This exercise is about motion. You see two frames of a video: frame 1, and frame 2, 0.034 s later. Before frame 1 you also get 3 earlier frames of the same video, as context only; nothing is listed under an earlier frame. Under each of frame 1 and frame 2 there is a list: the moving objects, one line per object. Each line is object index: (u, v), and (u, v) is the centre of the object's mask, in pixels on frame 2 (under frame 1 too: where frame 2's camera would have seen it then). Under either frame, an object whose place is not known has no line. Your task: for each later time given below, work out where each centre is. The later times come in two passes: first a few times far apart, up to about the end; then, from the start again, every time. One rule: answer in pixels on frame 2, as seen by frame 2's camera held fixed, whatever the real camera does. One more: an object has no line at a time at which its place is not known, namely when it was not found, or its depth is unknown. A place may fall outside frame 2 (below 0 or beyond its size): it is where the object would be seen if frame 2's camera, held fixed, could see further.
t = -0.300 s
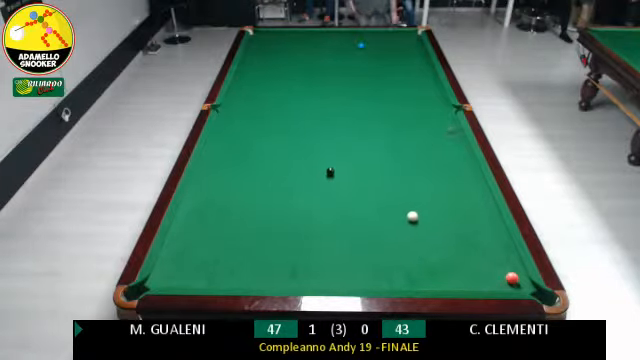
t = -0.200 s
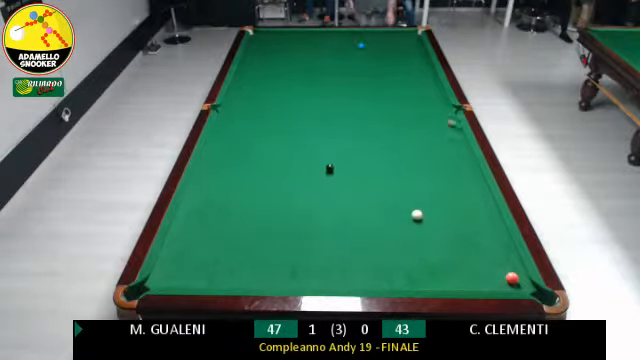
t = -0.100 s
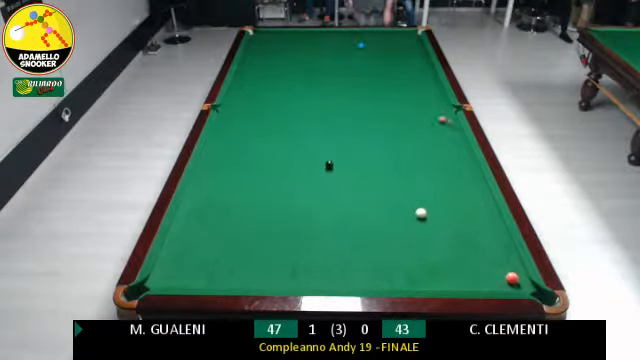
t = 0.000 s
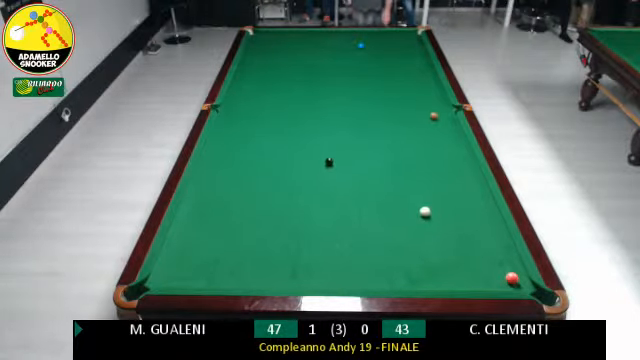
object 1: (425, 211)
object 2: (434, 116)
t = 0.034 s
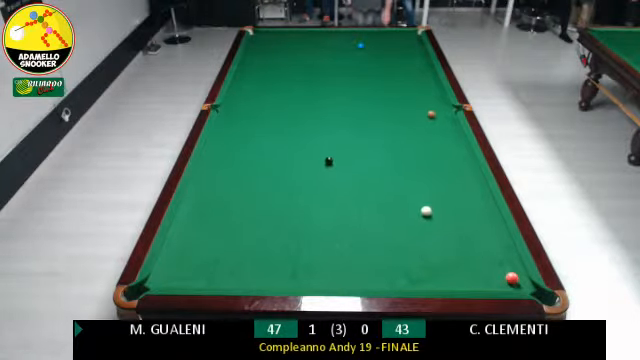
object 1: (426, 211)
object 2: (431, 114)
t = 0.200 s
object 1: (432, 209)
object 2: (417, 109)
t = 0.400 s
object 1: (439, 206)
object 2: (402, 102)
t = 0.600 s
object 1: (444, 204)
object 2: (390, 97)
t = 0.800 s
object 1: (449, 202)
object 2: (374, 90)
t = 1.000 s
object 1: (454, 201)
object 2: (361, 85)
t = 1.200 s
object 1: (459, 200)
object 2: (352, 81)
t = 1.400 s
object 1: (462, 199)
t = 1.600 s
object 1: (464, 198)
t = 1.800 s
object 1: (467, 198)
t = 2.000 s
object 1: (468, 197)
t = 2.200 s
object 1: (468, 197)
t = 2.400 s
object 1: (468, 197)
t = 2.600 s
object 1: (468, 197)
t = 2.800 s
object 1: (468, 197)
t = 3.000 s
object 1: (468, 197)
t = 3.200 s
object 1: (468, 197)
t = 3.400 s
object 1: (468, 197)
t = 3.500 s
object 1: (468, 197)
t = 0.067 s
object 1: (427, 210)
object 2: (428, 113)
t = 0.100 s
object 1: (428, 210)
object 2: (425, 112)
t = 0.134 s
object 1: (430, 209)
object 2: (424, 111)
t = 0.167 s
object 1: (431, 209)
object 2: (420, 110)
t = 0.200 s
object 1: (432, 209)
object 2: (417, 109)
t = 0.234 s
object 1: (433, 208)
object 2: (416, 108)
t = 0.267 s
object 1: (434, 208)
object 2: (411, 106)
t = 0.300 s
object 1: (435, 207)
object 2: (409, 105)
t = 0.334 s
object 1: (437, 207)
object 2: (406, 104)
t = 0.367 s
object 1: (438, 207)
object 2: (402, 103)
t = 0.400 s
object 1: (439, 206)
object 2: (402, 102)
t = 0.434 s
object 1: (440, 206)
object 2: (398, 101)
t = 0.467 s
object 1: (441, 206)
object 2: (396, 100)
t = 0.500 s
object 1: (442, 205)
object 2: (394, 99)
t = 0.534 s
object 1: (443, 205)
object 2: (391, 98)
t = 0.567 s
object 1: (443, 204)
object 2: (390, 97)
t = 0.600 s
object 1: (444, 204)
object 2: (390, 97)
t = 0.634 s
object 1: (445, 204)
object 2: (386, 96)
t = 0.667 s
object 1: (446, 203)
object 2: (383, 94)
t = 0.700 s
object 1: (447, 203)
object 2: (380, 94)
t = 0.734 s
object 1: (448, 203)
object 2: (379, 93)
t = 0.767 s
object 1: (449, 202)
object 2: (377, 92)
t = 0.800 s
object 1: (449, 202)
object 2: (374, 90)
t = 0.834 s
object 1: (451, 202)
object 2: (372, 89)
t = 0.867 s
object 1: (451, 202)
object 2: (370, 88)
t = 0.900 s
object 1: (452, 201)
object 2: (367, 88)
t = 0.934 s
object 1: (453, 201)
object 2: (366, 87)
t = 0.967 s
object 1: (454, 201)
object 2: (363, 86)
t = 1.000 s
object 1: (454, 201)
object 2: (361, 85)
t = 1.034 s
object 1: (455, 201)
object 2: (360, 84)
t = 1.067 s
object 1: (456, 200)
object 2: (358, 83)
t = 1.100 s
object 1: (457, 200)
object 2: (357, 83)
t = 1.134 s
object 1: (457, 200)
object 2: (354, 82)
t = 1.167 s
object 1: (458, 200)
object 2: (352, 81)
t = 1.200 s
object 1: (459, 200)
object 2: (352, 81)
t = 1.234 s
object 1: (459, 200)
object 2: (349, 80)
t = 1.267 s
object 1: (460, 199)
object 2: (347, 78)
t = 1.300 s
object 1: (460, 199)
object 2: (346, 78)
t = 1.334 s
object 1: (461, 199)
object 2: (344, 77)
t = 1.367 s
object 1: (462, 199)
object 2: (342, 76)
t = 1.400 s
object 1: (462, 199)
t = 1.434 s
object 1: (462, 199)
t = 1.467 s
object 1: (463, 199)
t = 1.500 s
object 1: (463, 198)
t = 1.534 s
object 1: (464, 198)
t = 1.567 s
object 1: (464, 198)
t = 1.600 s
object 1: (464, 198)
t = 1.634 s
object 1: (465, 198)
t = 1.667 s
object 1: (465, 198)
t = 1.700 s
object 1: (466, 198)
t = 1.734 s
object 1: (466, 198)
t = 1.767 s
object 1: (466, 198)
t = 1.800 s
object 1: (467, 198)
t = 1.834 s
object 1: (467, 197)
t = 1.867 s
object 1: (467, 197)
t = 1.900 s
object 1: (467, 197)
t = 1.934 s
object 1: (467, 197)
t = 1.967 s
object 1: (468, 197)
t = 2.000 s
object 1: (468, 197)
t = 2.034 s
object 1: (468, 197)
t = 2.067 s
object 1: (468, 197)
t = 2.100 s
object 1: (468, 197)
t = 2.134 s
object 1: (468, 197)
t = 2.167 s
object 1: (468, 197)
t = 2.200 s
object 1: (468, 197)
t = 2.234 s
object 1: (468, 197)
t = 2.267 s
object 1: (468, 197)
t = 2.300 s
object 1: (468, 197)
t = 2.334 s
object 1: (468, 197)
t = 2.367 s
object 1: (468, 197)
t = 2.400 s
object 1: (468, 197)
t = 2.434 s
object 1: (468, 197)
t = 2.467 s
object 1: (468, 197)
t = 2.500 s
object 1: (468, 197)
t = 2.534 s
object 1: (468, 197)
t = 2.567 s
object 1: (468, 197)
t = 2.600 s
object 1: (468, 197)
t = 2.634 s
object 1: (468, 197)
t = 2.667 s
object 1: (468, 197)
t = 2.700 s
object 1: (468, 197)
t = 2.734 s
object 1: (468, 197)
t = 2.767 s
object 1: (468, 197)
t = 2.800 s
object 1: (468, 197)
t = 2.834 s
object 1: (468, 197)
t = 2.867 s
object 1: (468, 197)
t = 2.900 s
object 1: (468, 197)
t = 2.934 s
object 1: (468, 197)
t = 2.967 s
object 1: (468, 197)
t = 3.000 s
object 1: (468, 197)
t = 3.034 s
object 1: (468, 197)
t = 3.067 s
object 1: (468, 197)
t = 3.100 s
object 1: (468, 197)
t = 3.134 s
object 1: (468, 197)
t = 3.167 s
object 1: (468, 197)
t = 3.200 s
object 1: (468, 197)
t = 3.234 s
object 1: (468, 197)
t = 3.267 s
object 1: (468, 197)
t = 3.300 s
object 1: (468, 197)
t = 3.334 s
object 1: (468, 197)
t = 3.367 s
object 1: (468, 197)
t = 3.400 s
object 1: (468, 197)
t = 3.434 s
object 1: (468, 197)
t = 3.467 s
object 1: (468, 197)
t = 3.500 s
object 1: (468, 197)
